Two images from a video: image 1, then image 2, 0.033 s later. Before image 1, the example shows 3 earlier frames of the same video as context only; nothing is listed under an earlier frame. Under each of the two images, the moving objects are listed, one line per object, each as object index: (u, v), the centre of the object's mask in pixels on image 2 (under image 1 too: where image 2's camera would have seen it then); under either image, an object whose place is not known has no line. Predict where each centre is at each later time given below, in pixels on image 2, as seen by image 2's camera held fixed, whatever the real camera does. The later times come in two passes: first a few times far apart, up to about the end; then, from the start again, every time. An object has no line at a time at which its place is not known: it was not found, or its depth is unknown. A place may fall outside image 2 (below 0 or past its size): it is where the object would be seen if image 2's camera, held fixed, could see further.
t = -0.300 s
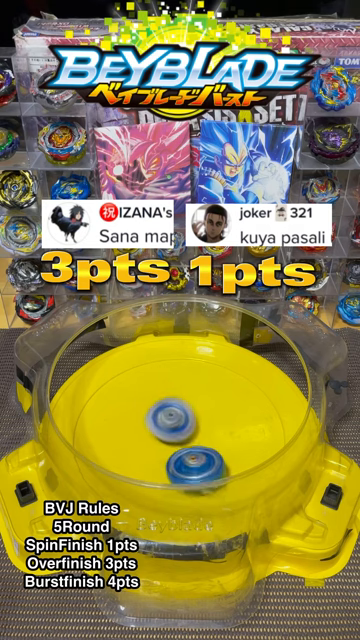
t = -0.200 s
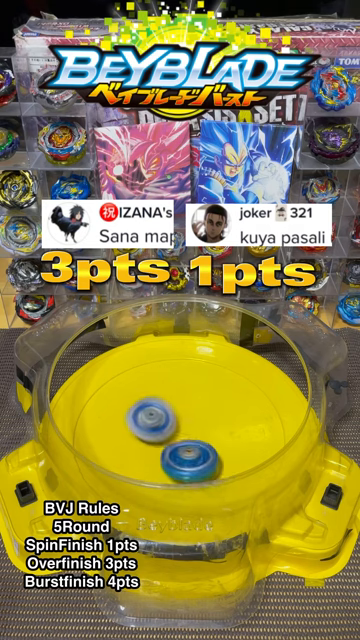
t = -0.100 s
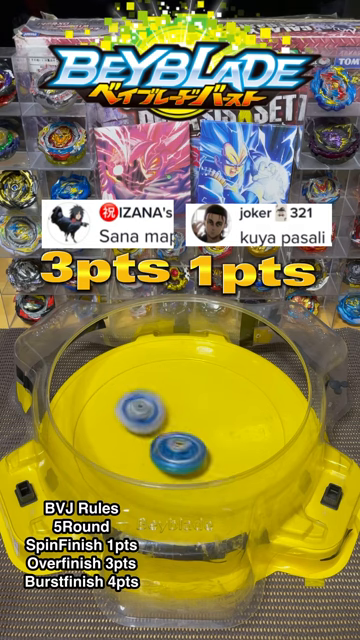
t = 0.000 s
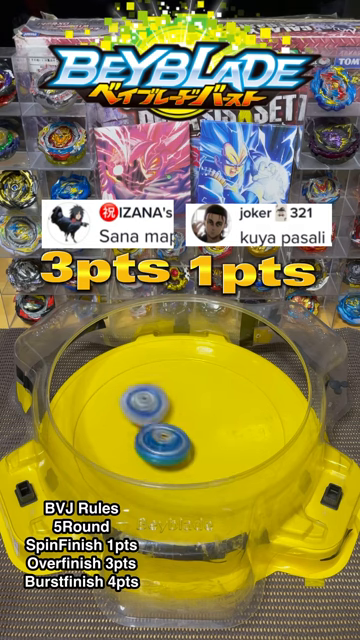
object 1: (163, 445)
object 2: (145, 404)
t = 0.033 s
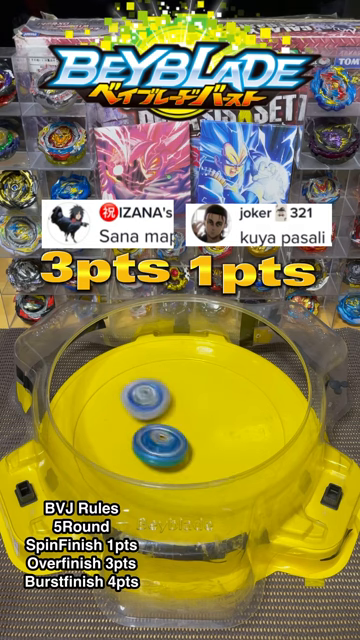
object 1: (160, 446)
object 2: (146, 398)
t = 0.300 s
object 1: (154, 438)
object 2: (190, 405)
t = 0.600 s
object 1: (128, 440)
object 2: (197, 455)
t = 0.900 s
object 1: (123, 424)
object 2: (174, 448)
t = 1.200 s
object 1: (149, 403)
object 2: (218, 441)
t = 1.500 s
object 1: (185, 386)
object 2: (198, 440)
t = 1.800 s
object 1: (209, 375)
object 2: (173, 426)
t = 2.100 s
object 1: (214, 401)
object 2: (152, 419)
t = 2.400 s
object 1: (230, 448)
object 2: (173, 427)
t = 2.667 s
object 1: (230, 471)
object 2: (164, 437)
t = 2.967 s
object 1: (183, 467)
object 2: (169, 427)
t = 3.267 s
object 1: (130, 447)
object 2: (198, 423)
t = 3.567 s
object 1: (120, 417)
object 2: (181, 437)
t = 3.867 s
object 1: (138, 393)
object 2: (179, 428)
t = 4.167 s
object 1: (177, 379)
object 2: (190, 435)
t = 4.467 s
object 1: (208, 390)
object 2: (172, 444)
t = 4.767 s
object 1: (233, 427)
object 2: (172, 422)
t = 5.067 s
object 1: (220, 458)
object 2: (186, 420)
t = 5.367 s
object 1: (170, 467)
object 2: (179, 427)
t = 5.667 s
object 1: (128, 449)
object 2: (177, 419)
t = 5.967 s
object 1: (117, 411)
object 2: (193, 421)
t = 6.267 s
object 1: (146, 395)
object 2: (199, 446)
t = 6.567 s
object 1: (202, 398)
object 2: (163, 436)
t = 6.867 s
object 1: (241, 419)
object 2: (152, 421)
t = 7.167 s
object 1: (228, 451)
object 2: (182, 427)
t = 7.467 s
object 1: (188, 468)
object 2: (172, 426)
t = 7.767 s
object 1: (139, 459)
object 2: (175, 414)
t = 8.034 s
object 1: (131, 430)
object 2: (190, 415)
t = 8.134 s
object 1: (138, 418)
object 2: (191, 421)
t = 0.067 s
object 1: (158, 446)
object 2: (148, 393)
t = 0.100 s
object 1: (156, 446)
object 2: (152, 389)
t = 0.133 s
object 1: (155, 445)
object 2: (159, 386)
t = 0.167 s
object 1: (154, 444)
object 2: (166, 386)
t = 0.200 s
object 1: (154, 443)
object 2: (175, 388)
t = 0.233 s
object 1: (153, 442)
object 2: (182, 393)
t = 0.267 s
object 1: (154, 440)
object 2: (187, 399)
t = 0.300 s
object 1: (154, 438)
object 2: (190, 405)
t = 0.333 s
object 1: (150, 439)
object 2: (196, 410)
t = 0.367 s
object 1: (143, 441)
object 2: (204, 413)
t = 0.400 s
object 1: (138, 443)
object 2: (208, 418)
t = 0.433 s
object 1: (136, 444)
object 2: (210, 425)
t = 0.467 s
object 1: (135, 444)
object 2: (209, 433)
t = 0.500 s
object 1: (136, 444)
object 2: (207, 439)
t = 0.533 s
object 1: (137, 444)
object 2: (202, 446)
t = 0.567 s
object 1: (139, 443)
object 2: (194, 451)
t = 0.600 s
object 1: (128, 440)
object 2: (197, 455)
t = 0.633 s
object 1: (118, 436)
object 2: (199, 457)
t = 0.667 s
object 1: (112, 432)
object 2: (197, 460)
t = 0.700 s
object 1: (109, 429)
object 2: (192, 461)
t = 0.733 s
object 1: (110, 428)
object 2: (187, 461)
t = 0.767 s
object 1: (112, 427)
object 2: (182, 461)
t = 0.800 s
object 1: (115, 426)
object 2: (176, 459)
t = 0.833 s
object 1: (118, 426)
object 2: (172, 454)
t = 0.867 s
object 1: (122, 426)
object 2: (171, 450)
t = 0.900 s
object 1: (123, 424)
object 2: (174, 448)
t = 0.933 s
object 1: (123, 421)
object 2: (181, 444)
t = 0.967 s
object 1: (125, 420)
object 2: (187, 443)
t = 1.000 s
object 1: (128, 418)
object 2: (192, 441)
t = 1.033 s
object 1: (131, 415)
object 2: (199, 439)
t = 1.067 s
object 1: (134, 413)
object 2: (204, 440)
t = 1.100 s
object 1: (138, 410)
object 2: (209, 439)
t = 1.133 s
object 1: (142, 408)
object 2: (215, 440)
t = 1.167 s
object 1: (145, 406)
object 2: (216, 441)
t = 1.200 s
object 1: (149, 403)
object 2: (218, 441)
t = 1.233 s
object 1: (153, 401)
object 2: (221, 443)
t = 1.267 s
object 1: (157, 398)
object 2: (220, 445)
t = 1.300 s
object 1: (161, 395)
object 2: (221, 445)
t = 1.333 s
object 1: (165, 393)
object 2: (218, 447)
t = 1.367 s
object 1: (169, 391)
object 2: (215, 446)
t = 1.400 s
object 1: (173, 389)
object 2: (213, 446)
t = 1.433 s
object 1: (177, 388)
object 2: (207, 445)
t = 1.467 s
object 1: (181, 387)
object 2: (204, 442)
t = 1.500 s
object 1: (185, 386)
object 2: (198, 440)
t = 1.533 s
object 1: (188, 385)
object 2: (195, 435)
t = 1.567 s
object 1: (191, 385)
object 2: (192, 431)
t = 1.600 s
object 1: (195, 383)
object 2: (190, 428)
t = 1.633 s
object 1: (198, 380)
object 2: (187, 427)
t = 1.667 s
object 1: (200, 379)
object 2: (186, 424)
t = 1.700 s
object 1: (202, 379)
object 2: (184, 423)
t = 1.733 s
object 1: (205, 379)
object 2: (182, 422)
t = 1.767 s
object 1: (207, 375)
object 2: (178, 425)
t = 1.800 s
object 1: (209, 375)
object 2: (173, 426)
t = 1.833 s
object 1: (209, 375)
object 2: (170, 428)
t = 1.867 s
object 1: (209, 377)
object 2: (165, 427)
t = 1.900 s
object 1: (209, 379)
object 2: (162, 428)
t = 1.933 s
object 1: (209, 382)
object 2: (158, 427)
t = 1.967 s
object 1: (210, 385)
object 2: (155, 427)
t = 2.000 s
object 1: (210, 389)
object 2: (154, 424)
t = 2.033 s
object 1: (211, 392)
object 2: (151, 423)
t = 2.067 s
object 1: (213, 397)
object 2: (152, 420)
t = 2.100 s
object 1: (214, 401)
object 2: (152, 419)
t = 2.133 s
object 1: (216, 406)
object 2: (155, 419)
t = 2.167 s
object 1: (217, 412)
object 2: (156, 417)
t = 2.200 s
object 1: (219, 417)
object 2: (160, 418)
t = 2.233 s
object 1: (221, 422)
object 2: (163, 418)
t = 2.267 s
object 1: (222, 428)
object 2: (165, 419)
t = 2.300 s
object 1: (224, 433)
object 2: (170, 421)
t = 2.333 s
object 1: (225, 438)
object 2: (171, 423)
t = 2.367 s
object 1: (227, 443)
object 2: (174, 425)
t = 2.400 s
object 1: (230, 448)
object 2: (173, 427)
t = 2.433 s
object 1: (232, 452)
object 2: (172, 430)
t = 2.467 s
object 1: (235, 458)
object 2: (173, 432)
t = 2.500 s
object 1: (235, 462)
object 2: (171, 434)
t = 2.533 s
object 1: (236, 465)
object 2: (170, 436)
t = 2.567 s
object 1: (236, 467)
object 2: (168, 436)
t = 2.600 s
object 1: (235, 469)
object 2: (166, 438)
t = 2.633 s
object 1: (233, 470)
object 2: (166, 438)
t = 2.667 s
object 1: (230, 471)
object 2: (164, 437)
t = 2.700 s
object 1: (227, 471)
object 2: (163, 438)
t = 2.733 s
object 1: (223, 471)
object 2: (164, 437)
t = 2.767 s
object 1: (219, 471)
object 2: (162, 436)
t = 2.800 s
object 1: (215, 471)
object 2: (163, 436)
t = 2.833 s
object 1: (209, 471)
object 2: (165, 434)
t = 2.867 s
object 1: (203, 470)
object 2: (165, 433)
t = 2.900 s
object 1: (196, 469)
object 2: (166, 433)
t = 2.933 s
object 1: (189, 467)
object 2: (168, 429)
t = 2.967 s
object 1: (183, 467)
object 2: (169, 427)
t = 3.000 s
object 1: (177, 466)
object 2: (172, 426)
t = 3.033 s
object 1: (170, 465)
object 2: (176, 422)
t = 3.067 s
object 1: (163, 464)
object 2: (178, 421)
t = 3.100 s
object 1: (157, 462)
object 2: (182, 421)
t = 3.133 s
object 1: (151, 460)
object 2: (187, 419)
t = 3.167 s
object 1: (145, 458)
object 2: (189, 419)
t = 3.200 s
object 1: (140, 455)
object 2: (192, 421)
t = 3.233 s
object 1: (135, 451)
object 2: (196, 422)
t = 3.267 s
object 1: (130, 447)
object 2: (198, 423)
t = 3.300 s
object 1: (127, 444)
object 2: (198, 427)
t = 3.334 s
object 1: (124, 441)
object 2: (200, 429)
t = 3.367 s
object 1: (123, 437)
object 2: (199, 431)
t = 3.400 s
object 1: (121, 434)
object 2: (196, 433)
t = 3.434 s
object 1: (119, 430)
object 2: (194, 436)
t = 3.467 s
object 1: (118, 427)
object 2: (192, 436)
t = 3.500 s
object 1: (118, 424)
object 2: (188, 436)
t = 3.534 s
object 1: (119, 420)
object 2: (184, 437)
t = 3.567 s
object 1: (120, 417)
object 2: (181, 437)
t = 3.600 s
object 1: (121, 414)
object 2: (178, 435)
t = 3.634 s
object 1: (124, 412)
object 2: (175, 433)
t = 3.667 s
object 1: (124, 408)
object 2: (172, 432)
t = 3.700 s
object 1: (124, 405)
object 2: (174, 432)
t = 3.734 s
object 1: (126, 401)
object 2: (177, 430)
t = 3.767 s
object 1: (128, 398)
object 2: (178, 429)
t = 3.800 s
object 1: (131, 397)
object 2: (178, 428)
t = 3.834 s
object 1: (134, 395)
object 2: (178, 428)
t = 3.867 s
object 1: (138, 393)
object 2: (179, 428)
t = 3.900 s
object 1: (142, 391)
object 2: (182, 427)
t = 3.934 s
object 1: (145, 390)
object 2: (184, 426)
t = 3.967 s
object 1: (150, 389)
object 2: (184, 426)
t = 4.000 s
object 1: (155, 388)
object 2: (184, 426)
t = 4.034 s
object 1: (160, 387)
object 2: (185, 427)
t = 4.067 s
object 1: (165, 387)
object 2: (188, 427)
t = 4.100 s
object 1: (169, 384)
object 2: (190, 430)
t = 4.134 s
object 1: (173, 381)
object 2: (191, 432)
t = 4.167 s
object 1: (177, 379)
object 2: (190, 435)
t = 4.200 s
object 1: (181, 379)
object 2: (189, 438)
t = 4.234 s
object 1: (184, 379)
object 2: (189, 442)
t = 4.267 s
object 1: (189, 379)
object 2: (188, 443)
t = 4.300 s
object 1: (192, 379)
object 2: (187, 444)
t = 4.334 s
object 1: (195, 381)
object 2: (183, 446)
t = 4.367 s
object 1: (199, 383)
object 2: (180, 446)
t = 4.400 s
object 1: (202, 384)
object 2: (176, 446)
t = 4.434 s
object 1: (205, 387)
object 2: (174, 445)
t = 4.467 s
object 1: (208, 390)
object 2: (172, 444)
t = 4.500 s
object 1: (211, 393)
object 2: (171, 441)
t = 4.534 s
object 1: (214, 397)
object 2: (171, 438)
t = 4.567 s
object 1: (216, 401)
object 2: (170, 435)
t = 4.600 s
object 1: (219, 406)
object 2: (170, 433)
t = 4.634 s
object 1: (222, 410)
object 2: (170, 431)
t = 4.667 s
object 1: (224, 414)
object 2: (171, 428)
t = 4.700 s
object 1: (228, 419)
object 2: (170, 426)
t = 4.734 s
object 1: (230, 423)
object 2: (170, 424)
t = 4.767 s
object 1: (233, 427)
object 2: (172, 422)
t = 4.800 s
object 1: (233, 431)
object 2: (173, 419)
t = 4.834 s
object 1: (235, 436)
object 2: (175, 418)
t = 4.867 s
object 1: (235, 440)
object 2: (176, 417)
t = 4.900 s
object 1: (233, 444)
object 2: (178, 416)
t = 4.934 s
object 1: (232, 448)
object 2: (179, 417)
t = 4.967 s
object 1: (230, 450)
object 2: (181, 417)
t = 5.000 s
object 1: (228, 453)
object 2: (182, 418)
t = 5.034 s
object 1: (224, 456)
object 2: (185, 419)
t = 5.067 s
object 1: (220, 458)
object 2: (186, 420)
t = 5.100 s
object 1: (216, 460)
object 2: (187, 421)
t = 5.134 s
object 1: (211, 462)
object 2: (188, 423)
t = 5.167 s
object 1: (206, 463)
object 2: (188, 424)
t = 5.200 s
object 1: (200, 464)
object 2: (187, 425)
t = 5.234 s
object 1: (195, 466)
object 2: (186, 425)
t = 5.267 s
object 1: (188, 467)
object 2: (185, 426)
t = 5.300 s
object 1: (183, 467)
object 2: (184, 426)
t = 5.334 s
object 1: (176, 467)
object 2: (181, 427)
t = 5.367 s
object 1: (170, 467)
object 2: (179, 427)
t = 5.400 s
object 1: (164, 466)
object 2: (178, 426)
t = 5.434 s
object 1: (158, 465)
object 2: (177, 425)
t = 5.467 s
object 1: (151, 464)
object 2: (177, 424)
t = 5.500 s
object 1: (147, 463)
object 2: (177, 423)
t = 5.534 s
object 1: (142, 461)
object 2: (176, 422)
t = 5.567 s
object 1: (138, 459)
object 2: (175, 421)
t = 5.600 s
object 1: (134, 456)
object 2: (176, 420)
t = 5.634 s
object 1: (131, 453)
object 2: (176, 420)
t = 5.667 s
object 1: (128, 449)
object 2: (177, 419)
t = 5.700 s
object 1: (127, 445)
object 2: (177, 419)
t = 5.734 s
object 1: (125, 441)
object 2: (176, 419)
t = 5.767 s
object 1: (124, 437)
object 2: (177, 419)
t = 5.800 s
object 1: (124, 433)
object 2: (177, 418)
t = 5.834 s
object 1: (124, 428)
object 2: (178, 418)
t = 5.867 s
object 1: (124, 424)
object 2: (178, 419)
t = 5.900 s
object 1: (121, 420)
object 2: (183, 419)
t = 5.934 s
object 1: (119, 415)
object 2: (188, 419)
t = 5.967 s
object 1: (117, 411)
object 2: (193, 421)
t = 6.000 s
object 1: (118, 408)
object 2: (197, 423)
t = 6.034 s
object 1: (119, 405)
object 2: (201, 425)
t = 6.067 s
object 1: (122, 405)
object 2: (203, 429)
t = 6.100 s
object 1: (125, 402)
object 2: (205, 431)
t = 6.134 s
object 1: (127, 401)
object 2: (206, 434)
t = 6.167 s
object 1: (132, 399)
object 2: (206, 437)
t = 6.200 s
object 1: (135, 397)
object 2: (205, 441)
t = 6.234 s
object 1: (140, 396)
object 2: (202, 443)
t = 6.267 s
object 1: (146, 395)
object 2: (199, 446)
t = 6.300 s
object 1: (151, 395)
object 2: (195, 446)
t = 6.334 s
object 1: (157, 395)
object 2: (191, 447)
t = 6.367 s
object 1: (163, 394)
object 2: (186, 446)
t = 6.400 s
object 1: (169, 395)
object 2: (181, 445)
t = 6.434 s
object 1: (175, 395)
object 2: (177, 442)
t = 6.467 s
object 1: (181, 395)
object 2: (173, 439)
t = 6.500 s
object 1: (188, 396)
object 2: (171, 437)
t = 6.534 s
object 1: (196, 397)
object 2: (166, 437)
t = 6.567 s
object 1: (202, 398)
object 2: (163, 436)
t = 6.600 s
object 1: (208, 400)
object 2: (158, 436)
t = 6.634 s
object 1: (214, 401)
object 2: (155, 435)
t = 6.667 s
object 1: (220, 403)
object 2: (151, 434)
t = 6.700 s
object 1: (225, 405)
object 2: (149, 431)
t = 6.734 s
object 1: (229, 408)
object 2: (147, 429)
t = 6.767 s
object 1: (234, 410)
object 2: (147, 426)
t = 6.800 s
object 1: (237, 413)
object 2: (147, 424)
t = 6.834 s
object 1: (239, 416)
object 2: (150, 422)
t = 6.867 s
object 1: (241, 419)
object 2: (152, 421)
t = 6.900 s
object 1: (242, 422)
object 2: (157, 419)
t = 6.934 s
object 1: (242, 425)
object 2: (161, 419)
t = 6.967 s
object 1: (241, 429)
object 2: (166, 419)
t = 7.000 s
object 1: (240, 432)
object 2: (170, 420)
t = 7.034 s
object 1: (238, 436)
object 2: (174, 421)
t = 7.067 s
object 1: (236, 439)
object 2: (179, 423)
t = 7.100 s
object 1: (232, 443)
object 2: (182, 425)
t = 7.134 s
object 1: (231, 447)
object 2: (182, 426)
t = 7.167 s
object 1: (228, 451)
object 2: (182, 427)
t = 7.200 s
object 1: (224, 454)
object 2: (181, 427)
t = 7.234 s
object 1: (221, 456)
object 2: (180, 428)
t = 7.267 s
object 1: (216, 459)
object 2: (179, 428)
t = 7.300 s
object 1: (213, 462)
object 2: (177, 427)
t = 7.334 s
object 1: (208, 464)
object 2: (177, 427)
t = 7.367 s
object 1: (203, 466)
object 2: (176, 426)
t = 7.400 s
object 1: (199, 467)
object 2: (175, 426)
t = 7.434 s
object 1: (193, 468)
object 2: (174, 426)
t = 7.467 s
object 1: (188, 468)
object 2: (172, 426)
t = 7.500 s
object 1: (183, 468)
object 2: (171, 425)
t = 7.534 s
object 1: (177, 468)
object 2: (170, 424)
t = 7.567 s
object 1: (171, 467)
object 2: (170, 424)
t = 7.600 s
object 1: (166, 465)
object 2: (171, 422)
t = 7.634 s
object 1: (161, 463)
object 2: (172, 422)
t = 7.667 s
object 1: (155, 463)
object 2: (173, 421)
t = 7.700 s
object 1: (148, 463)
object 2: (173, 417)
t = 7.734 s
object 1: (143, 460)
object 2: (174, 416)
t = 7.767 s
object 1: (139, 459)
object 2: (175, 414)
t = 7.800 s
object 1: (136, 456)
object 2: (177, 412)
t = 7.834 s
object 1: (132, 453)
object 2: (180, 411)
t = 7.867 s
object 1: (131, 449)
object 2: (181, 411)
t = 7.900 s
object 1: (130, 446)
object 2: (183, 411)
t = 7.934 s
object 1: (129, 442)
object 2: (185, 411)
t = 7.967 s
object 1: (129, 438)
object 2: (188, 412)
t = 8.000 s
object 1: (131, 435)
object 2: (189, 413)
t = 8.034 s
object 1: (131, 430)
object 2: (190, 415)
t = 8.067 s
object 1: (134, 426)
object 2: (190, 418)
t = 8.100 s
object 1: (135, 422)
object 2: (190, 419)
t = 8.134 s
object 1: (138, 418)
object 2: (191, 421)
